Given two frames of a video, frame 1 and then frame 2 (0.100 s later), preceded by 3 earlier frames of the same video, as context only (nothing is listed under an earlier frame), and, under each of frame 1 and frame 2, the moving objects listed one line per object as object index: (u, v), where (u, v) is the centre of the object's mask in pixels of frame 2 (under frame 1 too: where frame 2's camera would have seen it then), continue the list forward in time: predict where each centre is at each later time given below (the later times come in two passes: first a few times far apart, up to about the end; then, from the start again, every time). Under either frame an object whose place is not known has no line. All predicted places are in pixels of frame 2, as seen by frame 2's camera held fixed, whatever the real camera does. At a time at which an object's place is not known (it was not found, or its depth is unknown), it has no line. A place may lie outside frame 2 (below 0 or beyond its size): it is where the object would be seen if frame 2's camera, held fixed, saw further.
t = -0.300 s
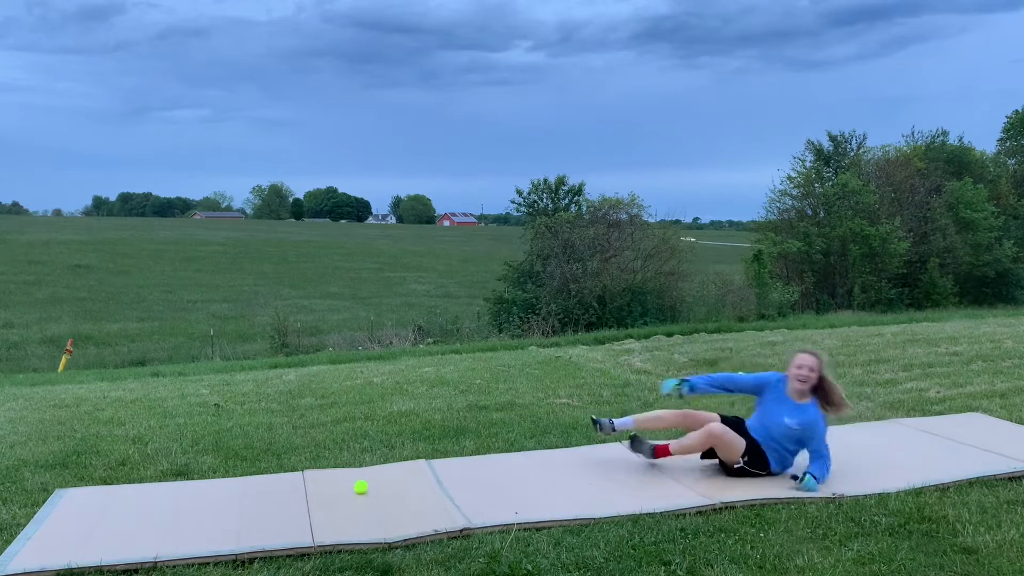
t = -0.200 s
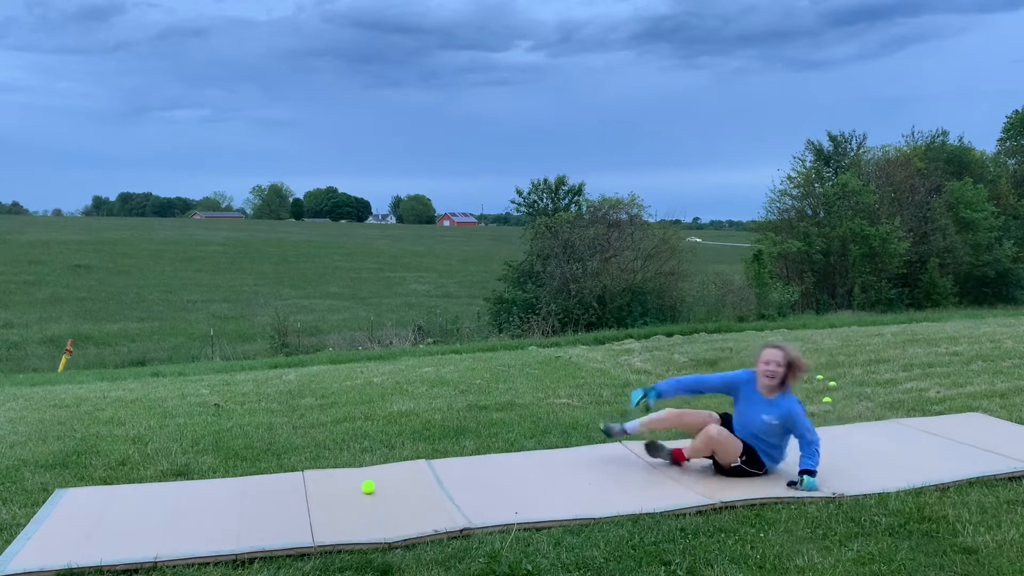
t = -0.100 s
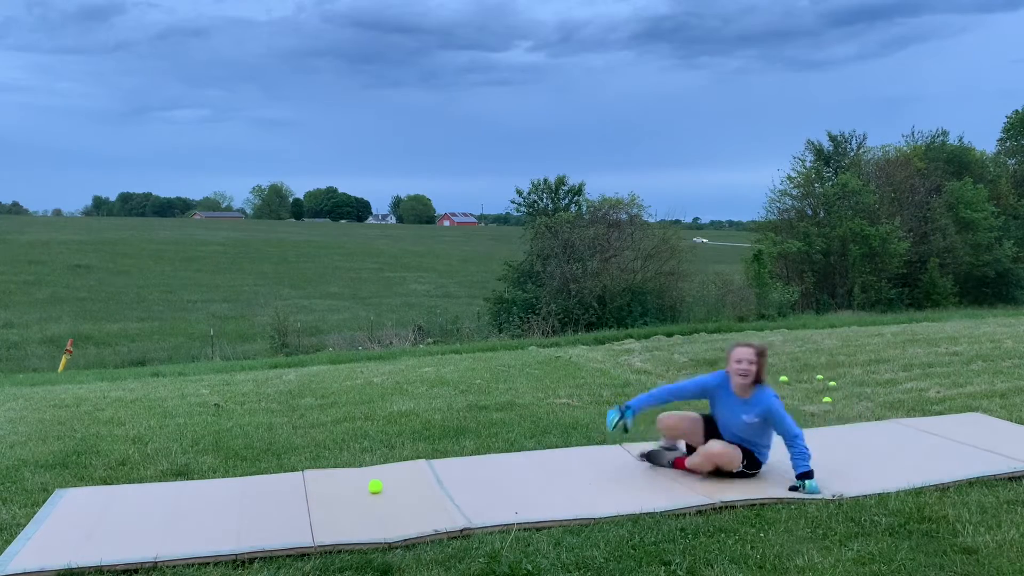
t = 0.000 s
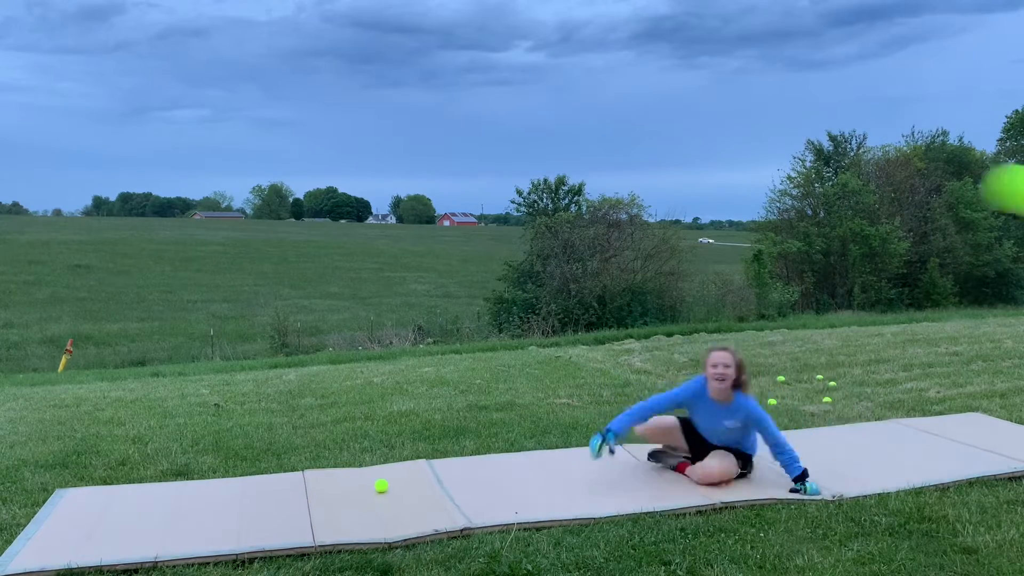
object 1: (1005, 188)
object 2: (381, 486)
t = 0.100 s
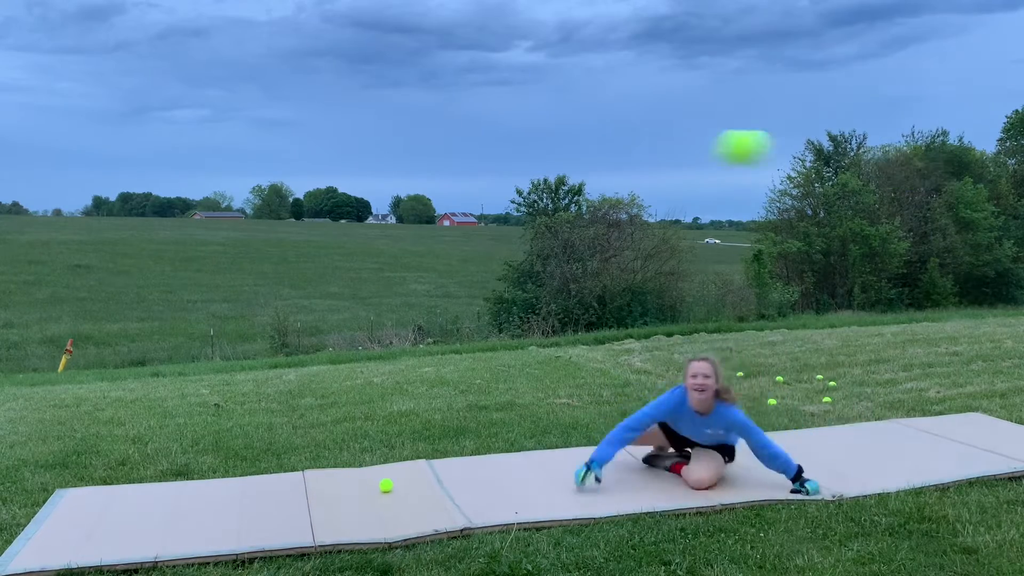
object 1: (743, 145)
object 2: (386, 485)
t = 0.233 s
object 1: (528, 174)
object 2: (391, 485)
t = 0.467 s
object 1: (344, 313)
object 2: (398, 485)
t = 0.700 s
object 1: (252, 495)
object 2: (401, 485)
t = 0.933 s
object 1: (208, 445)
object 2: (400, 485)
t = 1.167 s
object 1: (177, 459)
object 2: (397, 486)
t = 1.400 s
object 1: (159, 450)
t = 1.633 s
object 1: (148, 442)
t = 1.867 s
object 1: (143, 442)
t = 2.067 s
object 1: (144, 443)
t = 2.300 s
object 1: (144, 443)
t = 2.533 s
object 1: (144, 443)
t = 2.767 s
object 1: (144, 443)
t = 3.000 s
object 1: (144, 443)
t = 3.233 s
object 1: (144, 443)
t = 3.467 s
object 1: (144, 443)
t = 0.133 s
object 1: (674, 146)
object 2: (387, 485)
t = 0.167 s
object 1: (617, 152)
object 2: (389, 485)
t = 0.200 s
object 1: (569, 161)
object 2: (390, 485)
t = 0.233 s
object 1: (528, 174)
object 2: (391, 485)
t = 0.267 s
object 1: (491, 189)
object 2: (393, 485)
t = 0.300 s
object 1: (459, 206)
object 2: (394, 485)
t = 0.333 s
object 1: (431, 226)
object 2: (395, 485)
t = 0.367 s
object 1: (406, 246)
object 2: (396, 485)
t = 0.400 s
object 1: (383, 267)
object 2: (397, 485)
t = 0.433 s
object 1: (363, 289)
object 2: (397, 485)
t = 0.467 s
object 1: (344, 313)
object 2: (398, 485)
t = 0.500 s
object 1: (327, 338)
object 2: (399, 485)
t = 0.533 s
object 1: (311, 363)
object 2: (400, 485)
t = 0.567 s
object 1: (297, 389)
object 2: (400, 485)
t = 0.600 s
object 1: (284, 415)
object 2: (400, 485)
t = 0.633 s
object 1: (273, 442)
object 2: (400, 485)
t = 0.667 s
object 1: (262, 468)
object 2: (401, 485)
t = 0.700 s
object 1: (252, 495)
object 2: (401, 485)
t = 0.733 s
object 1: (244, 484)
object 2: (401, 485)
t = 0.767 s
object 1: (237, 471)
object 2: (401, 485)
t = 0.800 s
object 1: (231, 462)
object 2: (400, 485)
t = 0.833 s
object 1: (225, 454)
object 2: (400, 485)
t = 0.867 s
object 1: (219, 450)
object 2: (400, 485)
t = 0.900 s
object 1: (213, 446)
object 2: (400, 485)
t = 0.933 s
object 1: (208, 445)
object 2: (400, 485)
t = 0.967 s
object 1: (202, 446)
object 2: (399, 485)
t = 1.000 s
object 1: (197, 449)
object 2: (399, 486)
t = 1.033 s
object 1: (193, 454)
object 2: (399, 485)
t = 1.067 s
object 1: (189, 460)
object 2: (398, 486)
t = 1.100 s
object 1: (184, 466)
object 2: (398, 486)
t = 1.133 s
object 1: (180, 464)
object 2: (398, 486)
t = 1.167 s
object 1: (177, 459)
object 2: (397, 486)
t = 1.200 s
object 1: (174, 452)
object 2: (397, 486)
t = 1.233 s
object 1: (171, 448)
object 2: (397, 486)
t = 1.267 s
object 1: (169, 445)
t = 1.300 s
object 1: (167, 445)
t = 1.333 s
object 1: (164, 446)
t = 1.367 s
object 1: (161, 448)
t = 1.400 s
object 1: (159, 450)
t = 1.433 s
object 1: (156, 450)
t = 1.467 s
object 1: (154, 449)
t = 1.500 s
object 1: (153, 445)
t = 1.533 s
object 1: (151, 443)
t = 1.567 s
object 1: (150, 442)
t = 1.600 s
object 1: (149, 442)
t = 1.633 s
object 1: (148, 442)
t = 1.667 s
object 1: (147, 443)
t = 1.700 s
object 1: (146, 444)
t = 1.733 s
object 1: (144, 444)
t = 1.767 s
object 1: (144, 443)
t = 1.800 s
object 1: (143, 442)
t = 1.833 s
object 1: (143, 442)
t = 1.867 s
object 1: (143, 442)
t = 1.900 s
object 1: (143, 442)
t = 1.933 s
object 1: (144, 443)
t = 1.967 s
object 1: (144, 443)
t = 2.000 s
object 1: (144, 443)
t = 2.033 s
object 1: (144, 443)
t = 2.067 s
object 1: (144, 443)
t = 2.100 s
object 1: (144, 443)
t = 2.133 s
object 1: (144, 443)
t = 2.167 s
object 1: (144, 443)
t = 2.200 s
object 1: (145, 443)
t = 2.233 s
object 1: (145, 443)
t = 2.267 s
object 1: (144, 443)
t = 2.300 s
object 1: (144, 443)
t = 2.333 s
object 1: (144, 443)
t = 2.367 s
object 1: (144, 443)
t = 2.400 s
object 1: (144, 443)
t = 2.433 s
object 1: (144, 443)
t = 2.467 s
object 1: (144, 443)
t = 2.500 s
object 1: (144, 443)
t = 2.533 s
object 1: (144, 443)
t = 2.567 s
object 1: (144, 443)
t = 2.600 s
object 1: (144, 443)
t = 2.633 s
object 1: (144, 443)
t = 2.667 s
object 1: (144, 443)
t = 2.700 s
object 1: (144, 443)
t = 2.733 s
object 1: (144, 443)
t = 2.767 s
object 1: (144, 443)
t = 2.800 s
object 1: (144, 443)
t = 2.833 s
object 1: (144, 443)
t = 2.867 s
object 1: (144, 443)
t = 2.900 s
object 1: (144, 443)
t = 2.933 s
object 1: (144, 443)
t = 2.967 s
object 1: (144, 443)
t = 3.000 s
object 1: (144, 443)
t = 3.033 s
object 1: (144, 443)
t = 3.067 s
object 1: (144, 443)
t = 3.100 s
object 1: (144, 443)
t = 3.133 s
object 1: (144, 443)
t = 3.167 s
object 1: (144, 443)
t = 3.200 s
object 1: (144, 443)
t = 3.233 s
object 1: (144, 443)
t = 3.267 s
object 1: (144, 443)
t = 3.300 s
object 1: (144, 443)
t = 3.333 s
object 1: (144, 443)
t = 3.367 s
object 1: (144, 443)
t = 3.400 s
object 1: (144, 443)
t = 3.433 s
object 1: (144, 443)
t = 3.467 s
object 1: (144, 443)
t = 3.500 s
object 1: (144, 443)
